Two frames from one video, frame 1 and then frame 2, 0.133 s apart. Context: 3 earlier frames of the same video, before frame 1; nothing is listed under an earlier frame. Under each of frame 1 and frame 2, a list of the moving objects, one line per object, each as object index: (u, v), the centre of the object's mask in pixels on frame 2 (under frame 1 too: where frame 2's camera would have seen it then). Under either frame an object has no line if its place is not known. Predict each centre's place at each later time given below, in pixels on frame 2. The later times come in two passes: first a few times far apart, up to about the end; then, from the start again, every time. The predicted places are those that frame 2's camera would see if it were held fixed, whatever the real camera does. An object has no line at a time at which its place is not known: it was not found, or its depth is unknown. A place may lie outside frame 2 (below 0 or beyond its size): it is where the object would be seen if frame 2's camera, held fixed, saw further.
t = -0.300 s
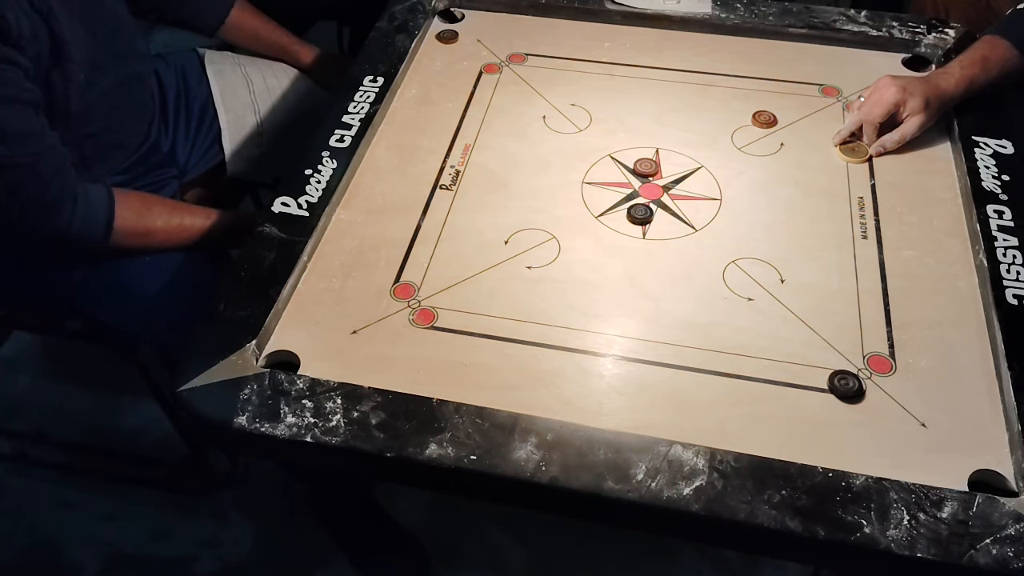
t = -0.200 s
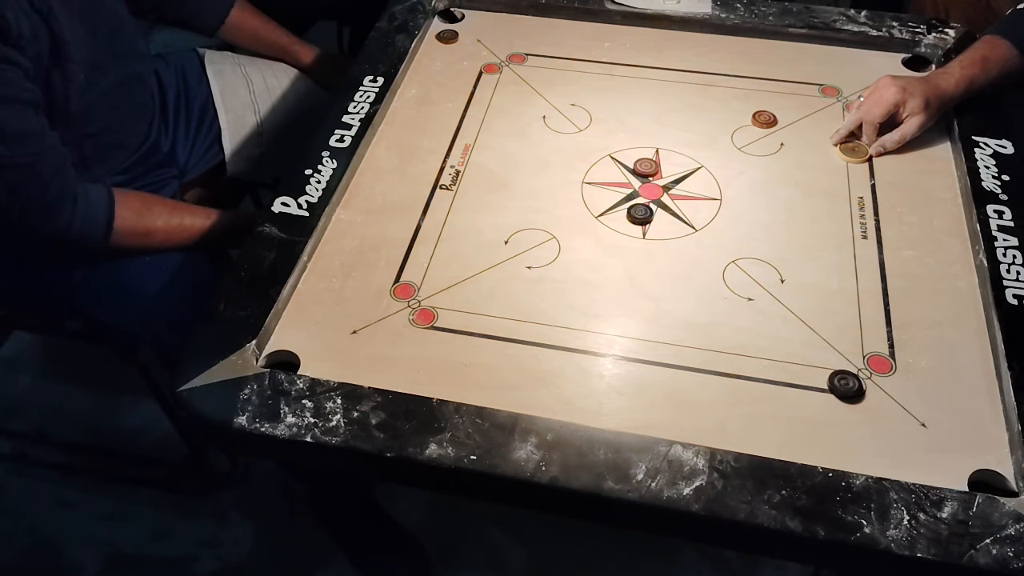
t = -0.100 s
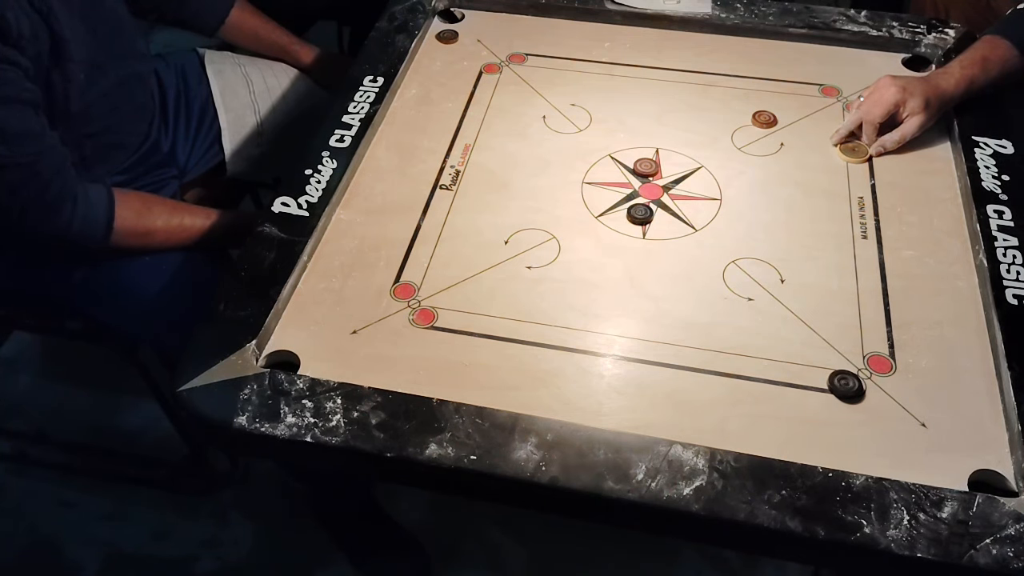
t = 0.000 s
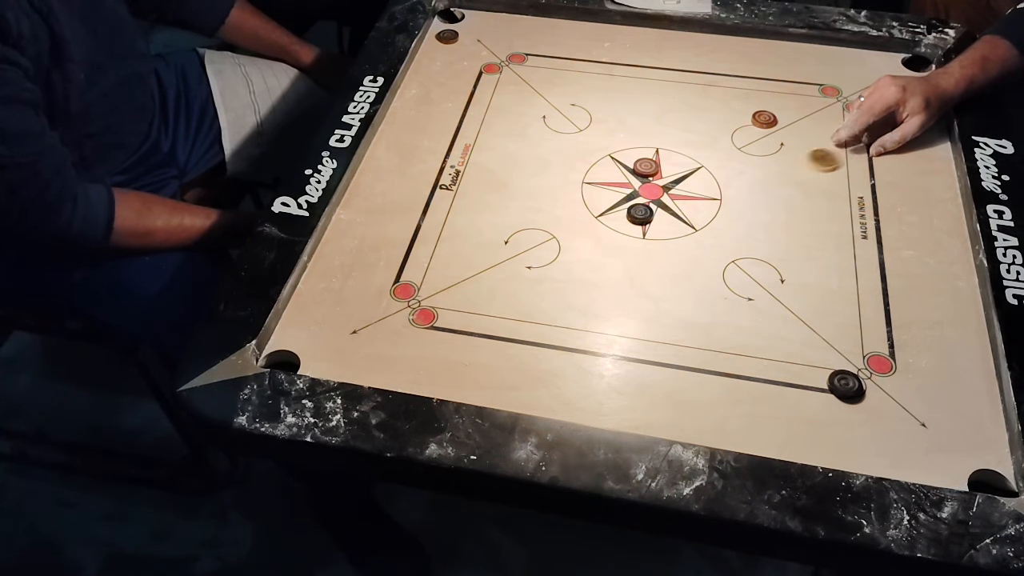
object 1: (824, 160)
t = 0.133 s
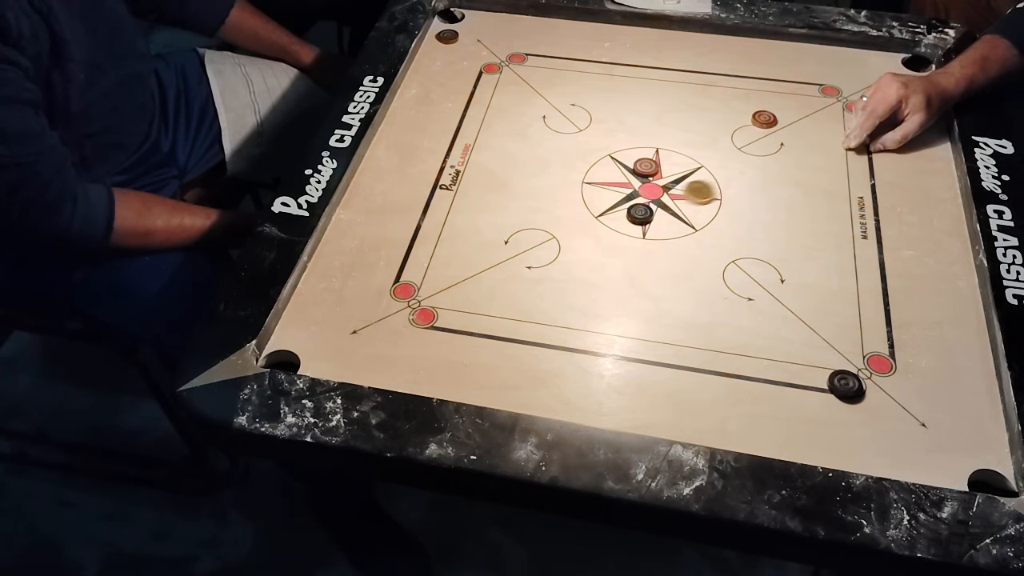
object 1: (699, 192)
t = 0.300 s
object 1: (610, 208)
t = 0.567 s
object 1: (560, 213)
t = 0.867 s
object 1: (559, 213)
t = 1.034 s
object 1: (559, 213)
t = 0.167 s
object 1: (670, 200)
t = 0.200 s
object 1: (650, 203)
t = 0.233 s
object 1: (636, 205)
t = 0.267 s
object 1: (622, 207)
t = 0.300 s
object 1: (610, 208)
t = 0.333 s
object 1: (599, 209)
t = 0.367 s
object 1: (590, 210)
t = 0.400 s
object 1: (581, 211)
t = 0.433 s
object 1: (574, 212)
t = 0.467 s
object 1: (569, 212)
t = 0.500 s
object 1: (565, 213)
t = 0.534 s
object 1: (561, 213)
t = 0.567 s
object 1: (560, 213)
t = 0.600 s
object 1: (559, 213)
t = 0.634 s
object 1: (559, 213)
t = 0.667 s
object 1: (559, 213)
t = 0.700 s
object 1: (559, 213)
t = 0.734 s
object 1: (559, 214)
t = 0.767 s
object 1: (559, 213)
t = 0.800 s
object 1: (559, 213)
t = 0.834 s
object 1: (559, 213)
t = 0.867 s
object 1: (559, 213)
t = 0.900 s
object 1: (559, 213)
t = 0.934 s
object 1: (559, 213)
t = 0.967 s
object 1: (559, 213)
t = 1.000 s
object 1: (559, 214)
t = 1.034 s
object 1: (559, 213)
